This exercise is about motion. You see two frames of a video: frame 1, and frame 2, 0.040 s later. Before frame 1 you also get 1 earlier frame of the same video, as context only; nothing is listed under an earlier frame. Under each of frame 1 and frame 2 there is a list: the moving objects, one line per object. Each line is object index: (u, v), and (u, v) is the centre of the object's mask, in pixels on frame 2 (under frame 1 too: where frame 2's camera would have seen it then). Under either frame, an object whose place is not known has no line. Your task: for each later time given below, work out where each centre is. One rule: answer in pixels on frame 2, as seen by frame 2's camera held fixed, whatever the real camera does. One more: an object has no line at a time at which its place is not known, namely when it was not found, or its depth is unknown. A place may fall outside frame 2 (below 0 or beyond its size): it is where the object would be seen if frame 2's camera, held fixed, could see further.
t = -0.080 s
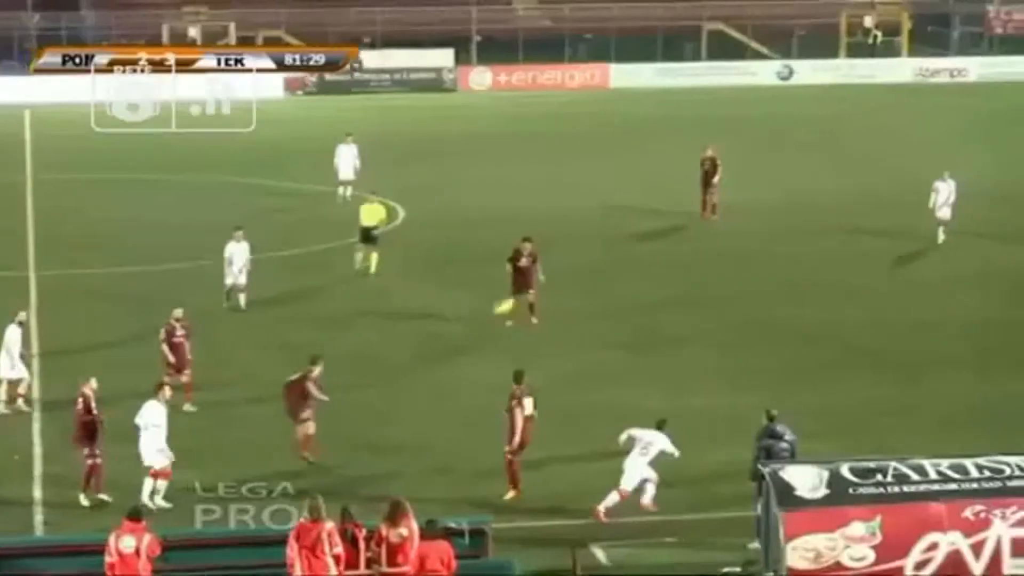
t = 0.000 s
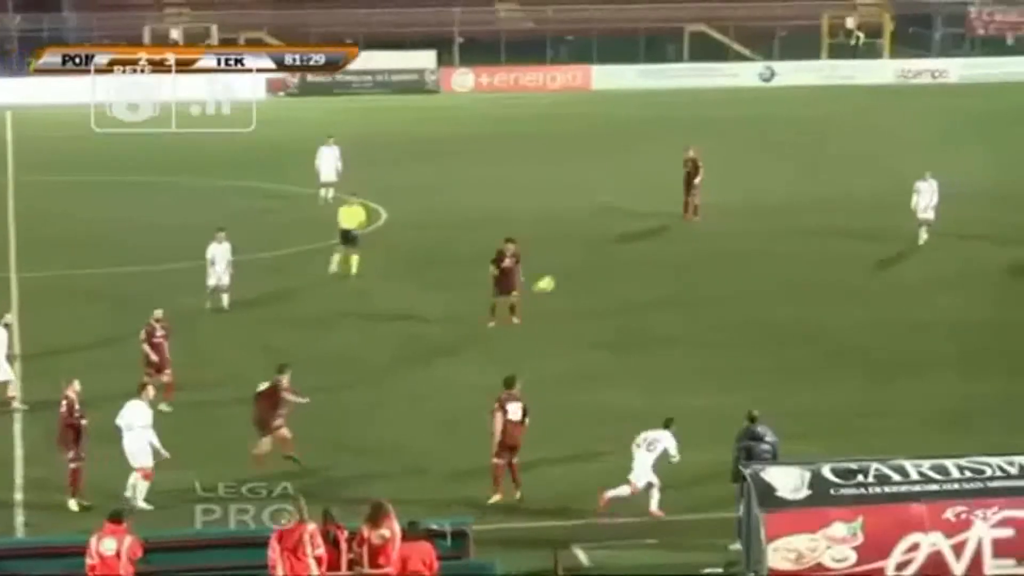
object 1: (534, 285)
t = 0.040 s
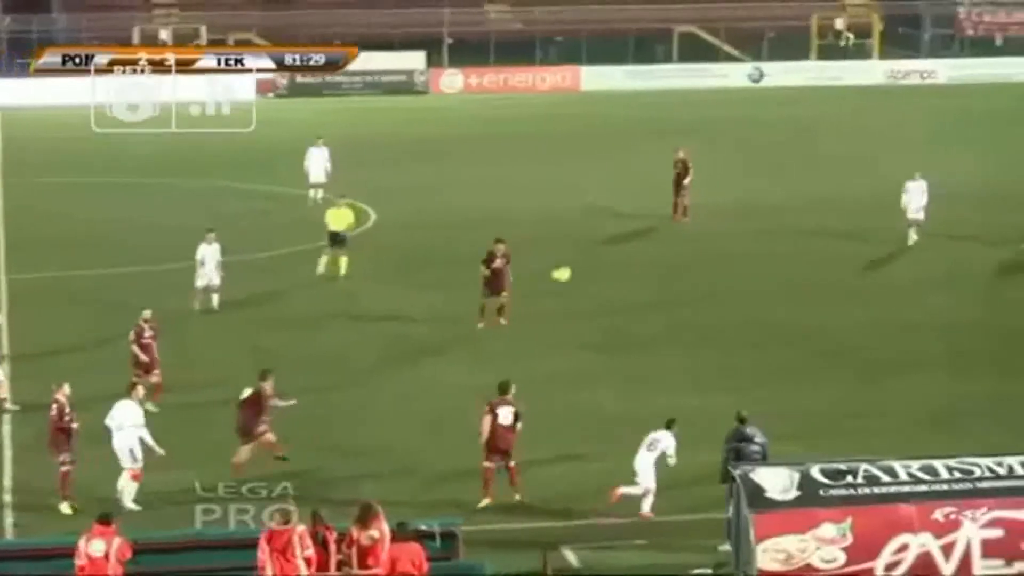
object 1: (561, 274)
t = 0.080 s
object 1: (587, 264)
